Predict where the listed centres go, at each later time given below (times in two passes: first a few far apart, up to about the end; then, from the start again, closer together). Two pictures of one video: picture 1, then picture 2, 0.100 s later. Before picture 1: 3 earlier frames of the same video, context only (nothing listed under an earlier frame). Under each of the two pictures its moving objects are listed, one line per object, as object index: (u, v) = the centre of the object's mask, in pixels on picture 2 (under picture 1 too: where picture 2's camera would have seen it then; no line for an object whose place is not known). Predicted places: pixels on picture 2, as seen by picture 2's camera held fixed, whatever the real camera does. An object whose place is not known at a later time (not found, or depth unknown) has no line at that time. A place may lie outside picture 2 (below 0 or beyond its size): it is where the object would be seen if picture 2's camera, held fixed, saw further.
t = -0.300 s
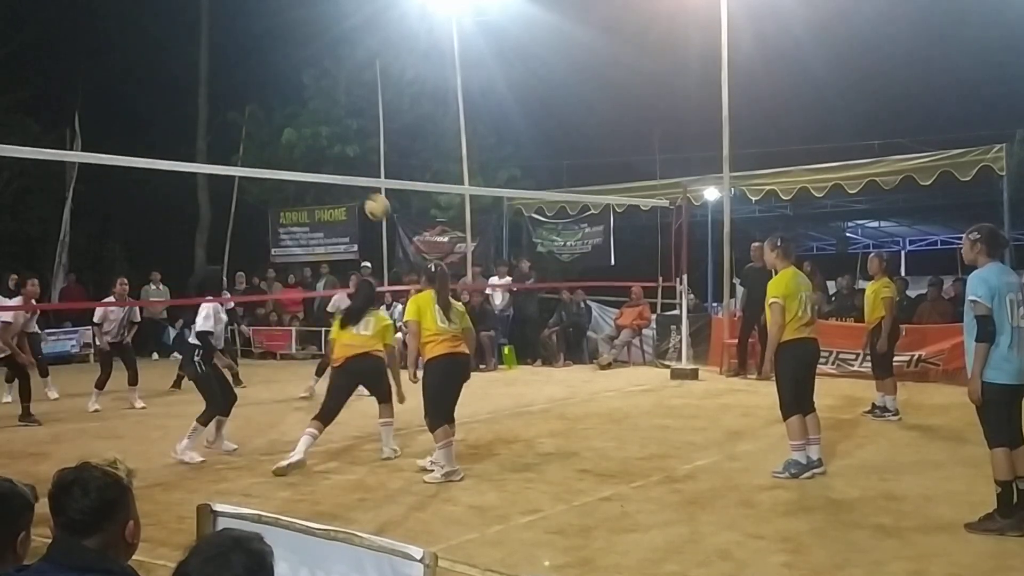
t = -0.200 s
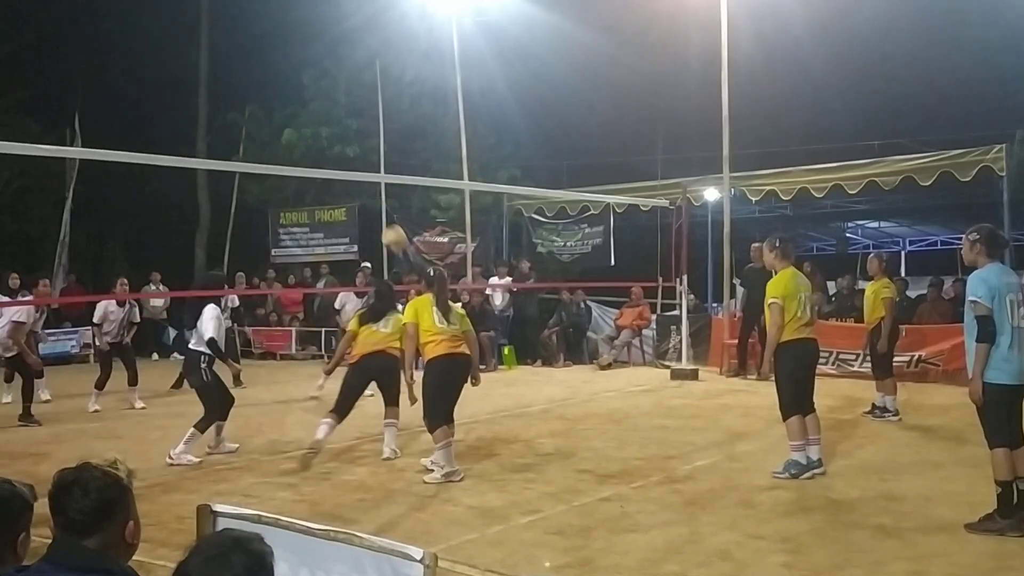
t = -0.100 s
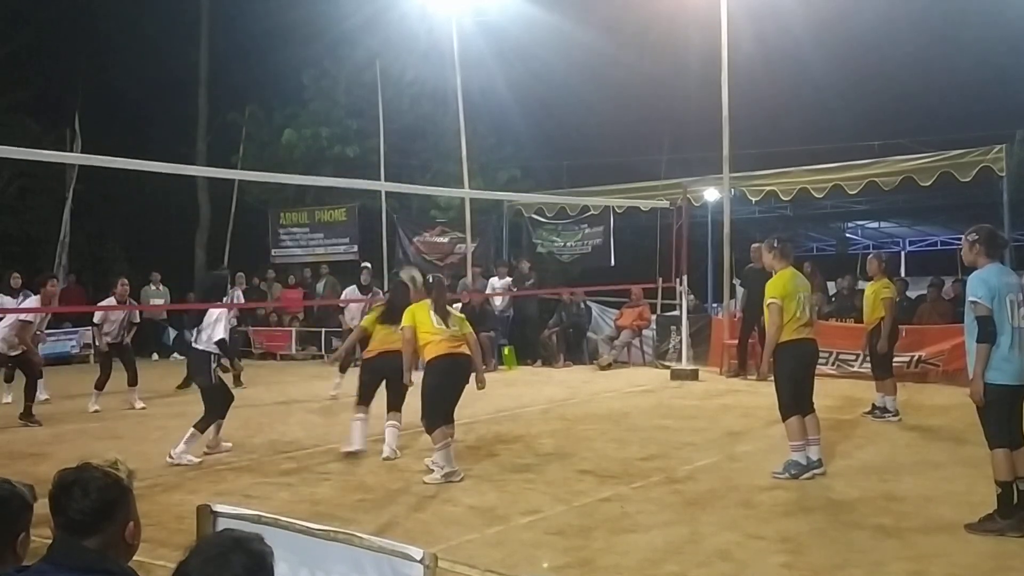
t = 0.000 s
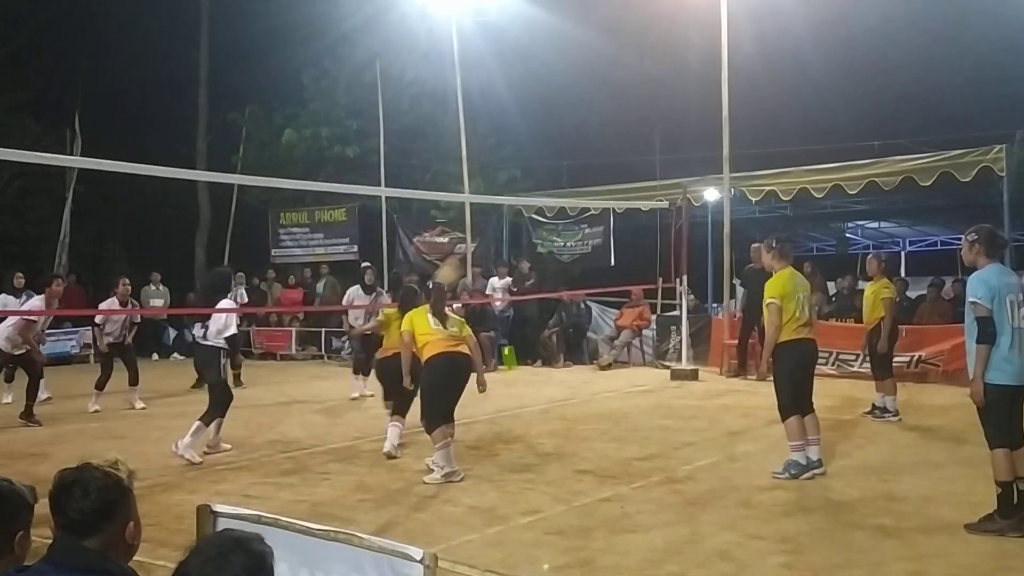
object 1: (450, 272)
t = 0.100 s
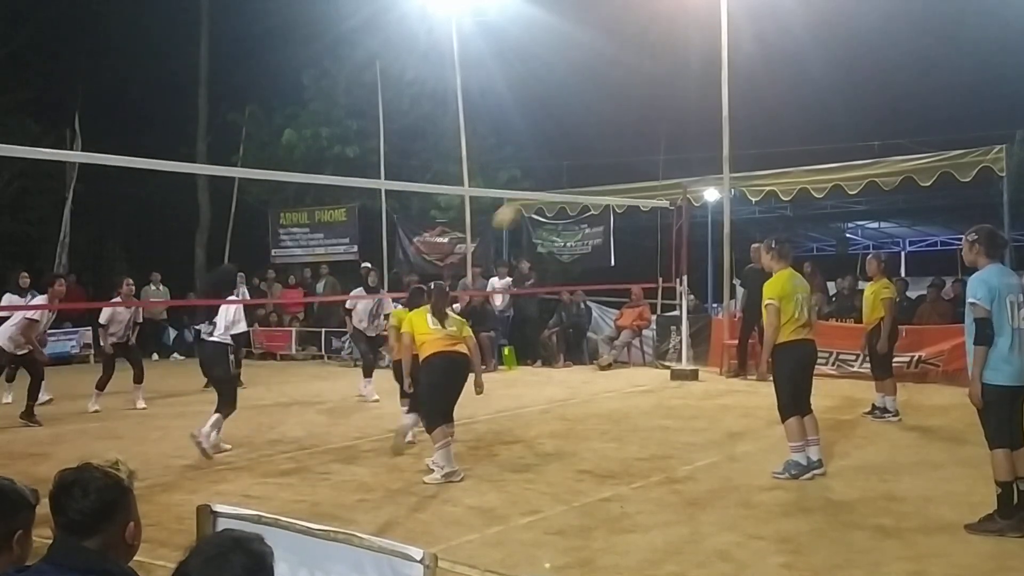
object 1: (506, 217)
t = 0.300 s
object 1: (619, 141)
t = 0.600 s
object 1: (768, 116)
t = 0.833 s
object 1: (871, 155)
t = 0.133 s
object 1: (526, 198)
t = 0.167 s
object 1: (548, 184)
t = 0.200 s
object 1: (565, 172)
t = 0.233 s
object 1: (582, 159)
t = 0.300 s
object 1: (619, 141)
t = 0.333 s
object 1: (637, 133)
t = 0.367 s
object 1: (654, 126)
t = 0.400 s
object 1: (671, 121)
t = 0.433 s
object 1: (689, 117)
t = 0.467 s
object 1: (706, 114)
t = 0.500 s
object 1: (720, 113)
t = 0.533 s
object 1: (738, 112)
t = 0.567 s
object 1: (753, 113)
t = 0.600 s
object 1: (768, 116)
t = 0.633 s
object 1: (784, 117)
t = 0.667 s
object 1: (799, 122)
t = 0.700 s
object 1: (814, 127)
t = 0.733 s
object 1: (829, 133)
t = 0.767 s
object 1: (843, 139)
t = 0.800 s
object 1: (858, 147)
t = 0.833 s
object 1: (871, 155)
